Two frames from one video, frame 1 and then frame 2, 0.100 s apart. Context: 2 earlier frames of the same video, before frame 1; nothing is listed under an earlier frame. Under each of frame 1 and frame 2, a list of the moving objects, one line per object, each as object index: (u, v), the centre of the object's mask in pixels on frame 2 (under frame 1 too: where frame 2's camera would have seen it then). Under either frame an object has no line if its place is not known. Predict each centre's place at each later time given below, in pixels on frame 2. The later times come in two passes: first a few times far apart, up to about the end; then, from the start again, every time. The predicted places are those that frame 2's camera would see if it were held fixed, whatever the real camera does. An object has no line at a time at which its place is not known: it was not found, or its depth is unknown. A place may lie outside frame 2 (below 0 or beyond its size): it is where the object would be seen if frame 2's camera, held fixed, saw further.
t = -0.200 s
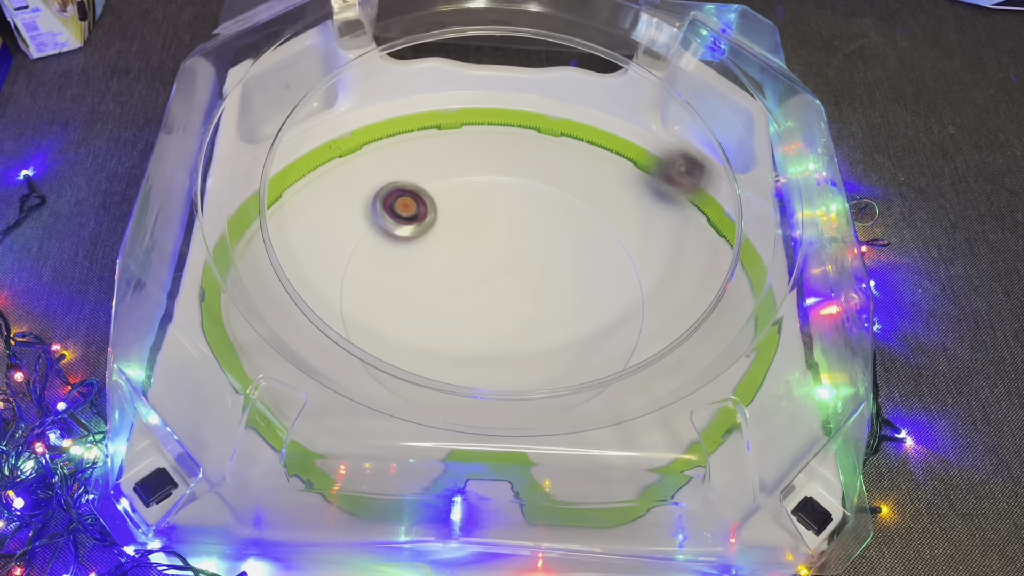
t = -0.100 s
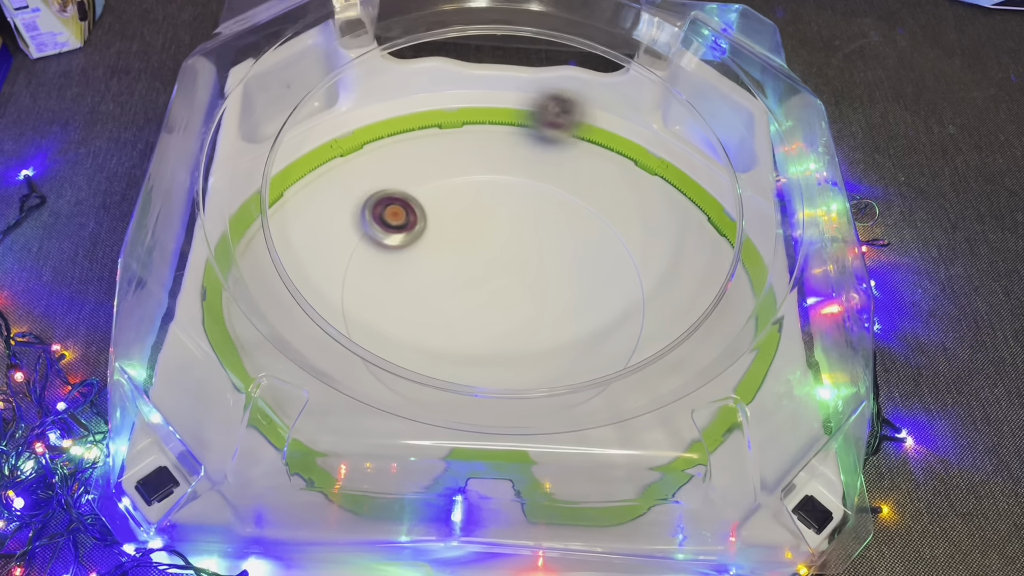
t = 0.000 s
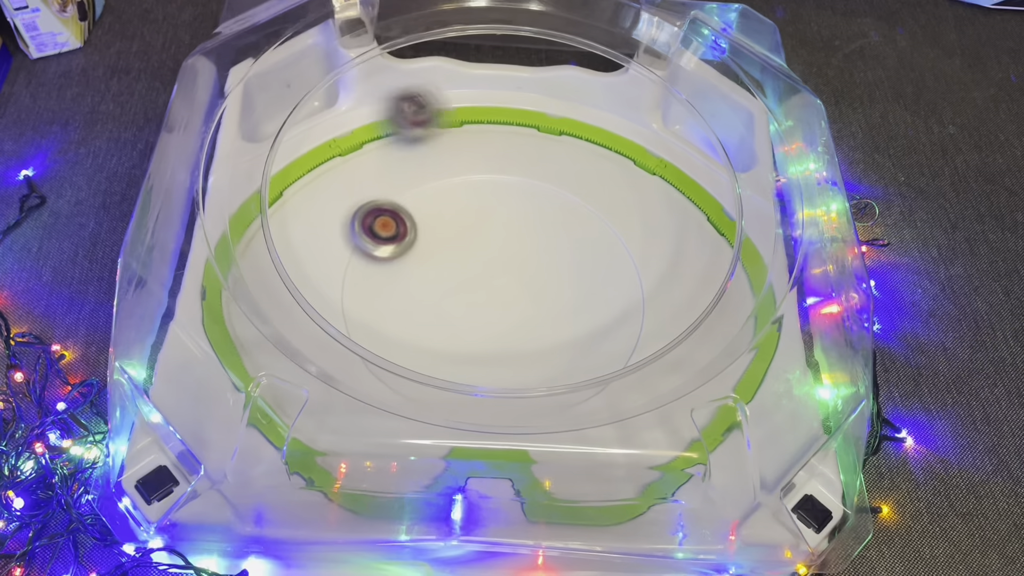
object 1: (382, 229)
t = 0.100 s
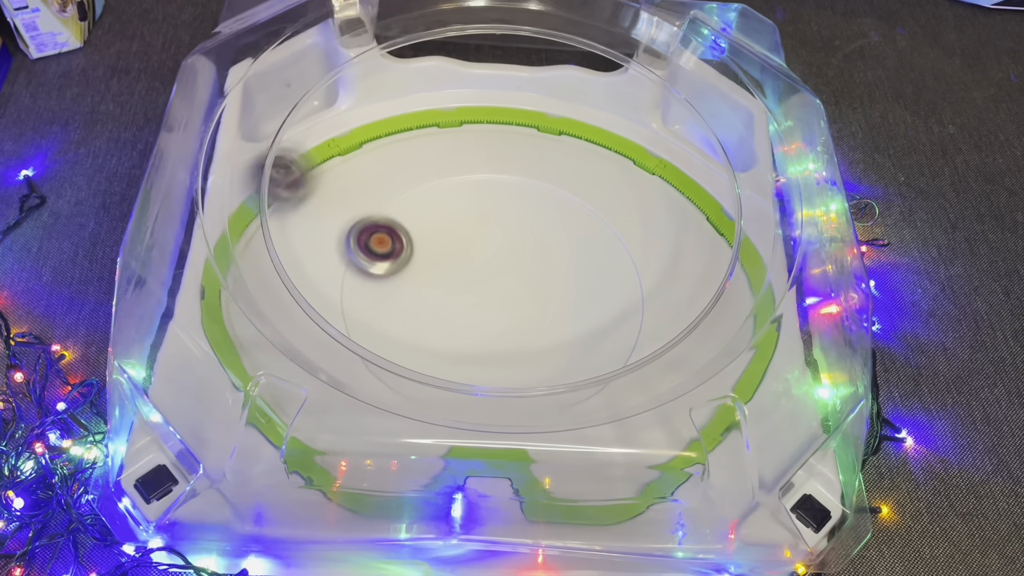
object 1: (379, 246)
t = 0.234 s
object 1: (393, 272)
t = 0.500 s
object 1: (483, 190)
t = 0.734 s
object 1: (540, 66)
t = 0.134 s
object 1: (380, 252)
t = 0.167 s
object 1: (383, 259)
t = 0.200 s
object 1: (387, 266)
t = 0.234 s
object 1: (393, 272)
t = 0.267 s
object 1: (401, 278)
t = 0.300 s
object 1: (410, 284)
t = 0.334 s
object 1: (421, 289)
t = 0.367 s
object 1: (433, 288)
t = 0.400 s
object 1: (446, 288)
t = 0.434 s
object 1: (452, 277)
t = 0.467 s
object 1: (470, 234)
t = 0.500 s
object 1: (483, 190)
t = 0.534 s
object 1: (498, 150)
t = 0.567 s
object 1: (508, 115)
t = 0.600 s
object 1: (520, 78)
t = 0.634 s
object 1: (528, 60)
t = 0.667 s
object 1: (532, 61)
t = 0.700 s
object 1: (536, 63)
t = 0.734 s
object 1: (540, 66)
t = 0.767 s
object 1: (543, 74)
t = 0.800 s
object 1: (546, 85)
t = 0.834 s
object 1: (550, 102)
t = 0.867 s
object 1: (553, 119)
